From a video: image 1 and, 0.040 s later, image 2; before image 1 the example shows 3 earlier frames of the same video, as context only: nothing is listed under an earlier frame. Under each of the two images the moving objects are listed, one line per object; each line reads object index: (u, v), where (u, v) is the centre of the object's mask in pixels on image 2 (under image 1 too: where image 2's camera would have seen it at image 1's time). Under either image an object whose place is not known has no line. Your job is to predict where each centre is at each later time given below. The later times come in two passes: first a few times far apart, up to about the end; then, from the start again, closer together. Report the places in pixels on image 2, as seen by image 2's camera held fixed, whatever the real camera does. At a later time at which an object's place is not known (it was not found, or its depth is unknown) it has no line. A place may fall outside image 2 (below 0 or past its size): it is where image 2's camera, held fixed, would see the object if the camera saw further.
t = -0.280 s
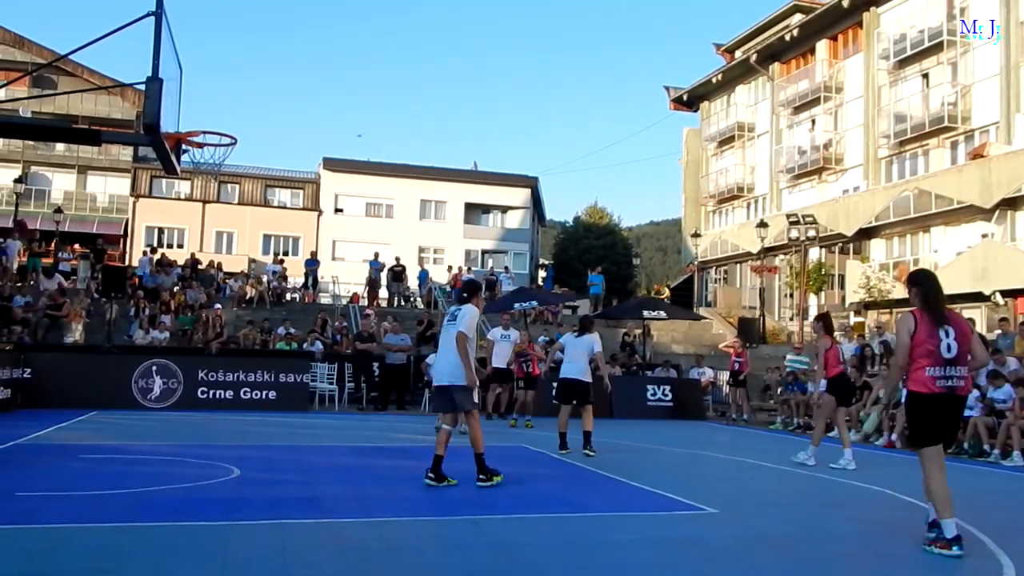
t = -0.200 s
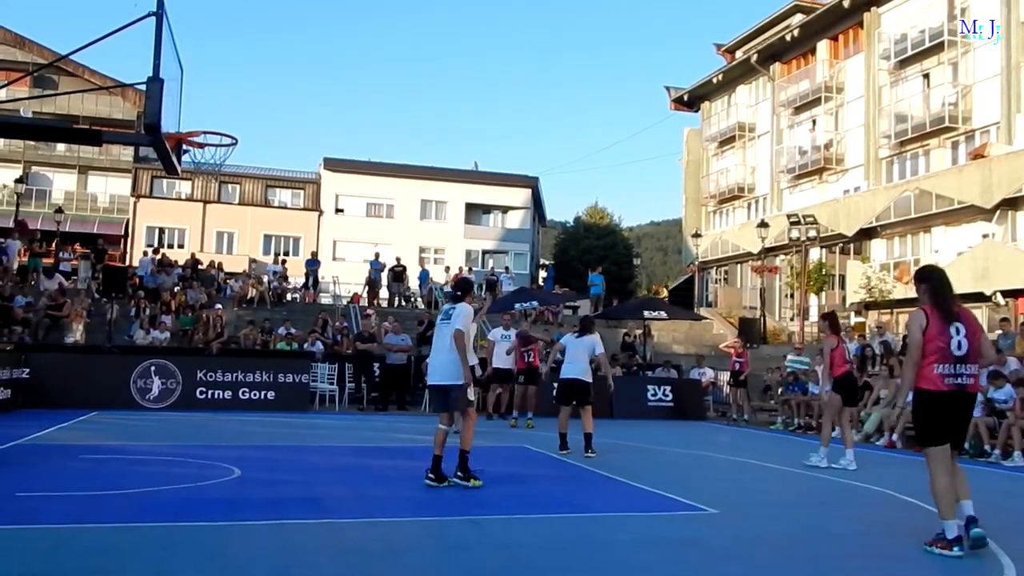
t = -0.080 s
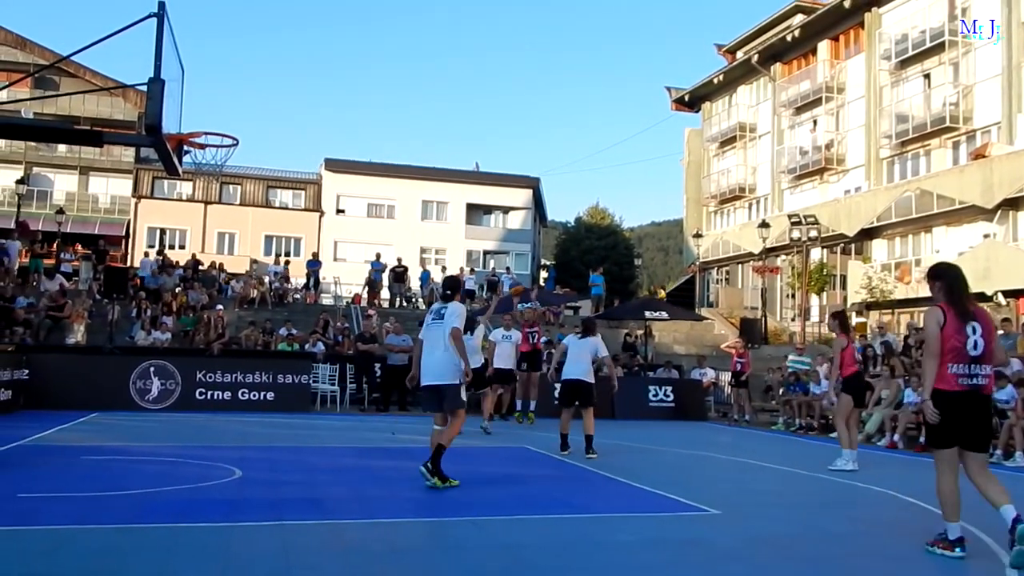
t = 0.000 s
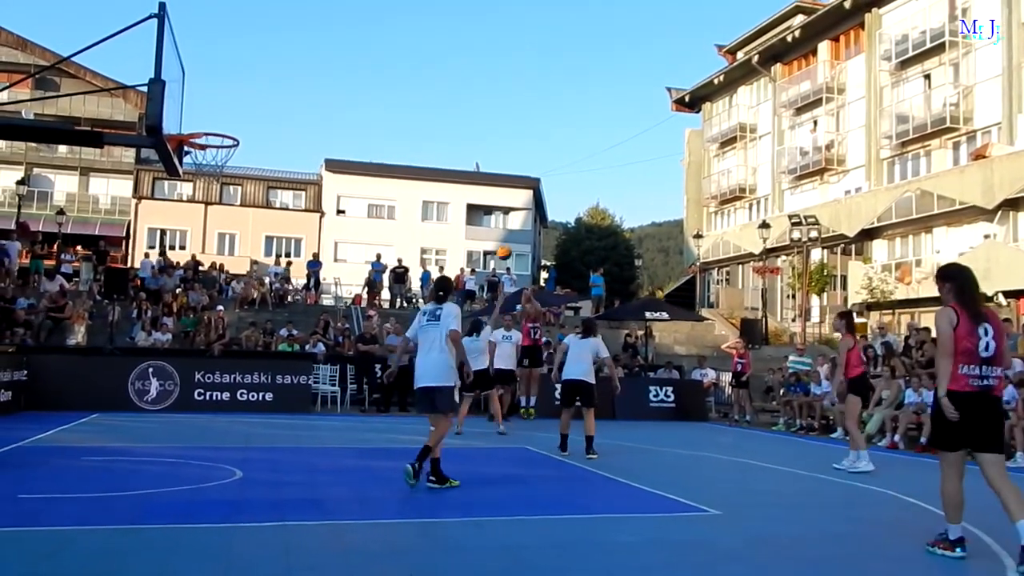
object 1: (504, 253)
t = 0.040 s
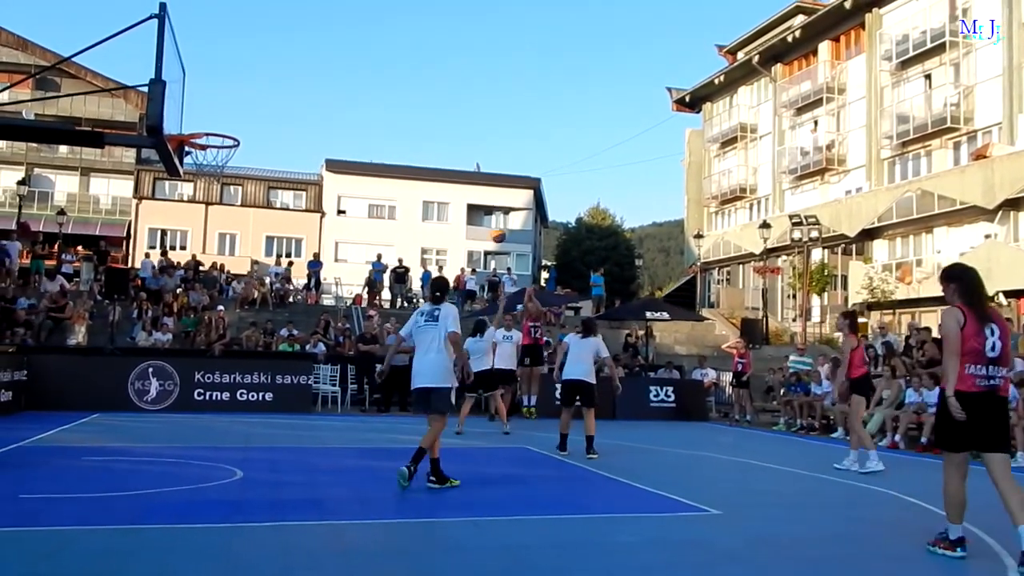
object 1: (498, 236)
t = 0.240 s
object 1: (466, 160)
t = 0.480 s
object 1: (413, 92)
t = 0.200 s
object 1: (471, 173)
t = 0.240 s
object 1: (466, 160)
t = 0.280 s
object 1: (458, 146)
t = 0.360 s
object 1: (441, 122)
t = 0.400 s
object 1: (431, 111)
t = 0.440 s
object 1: (422, 101)
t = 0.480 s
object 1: (413, 92)
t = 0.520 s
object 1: (403, 84)
